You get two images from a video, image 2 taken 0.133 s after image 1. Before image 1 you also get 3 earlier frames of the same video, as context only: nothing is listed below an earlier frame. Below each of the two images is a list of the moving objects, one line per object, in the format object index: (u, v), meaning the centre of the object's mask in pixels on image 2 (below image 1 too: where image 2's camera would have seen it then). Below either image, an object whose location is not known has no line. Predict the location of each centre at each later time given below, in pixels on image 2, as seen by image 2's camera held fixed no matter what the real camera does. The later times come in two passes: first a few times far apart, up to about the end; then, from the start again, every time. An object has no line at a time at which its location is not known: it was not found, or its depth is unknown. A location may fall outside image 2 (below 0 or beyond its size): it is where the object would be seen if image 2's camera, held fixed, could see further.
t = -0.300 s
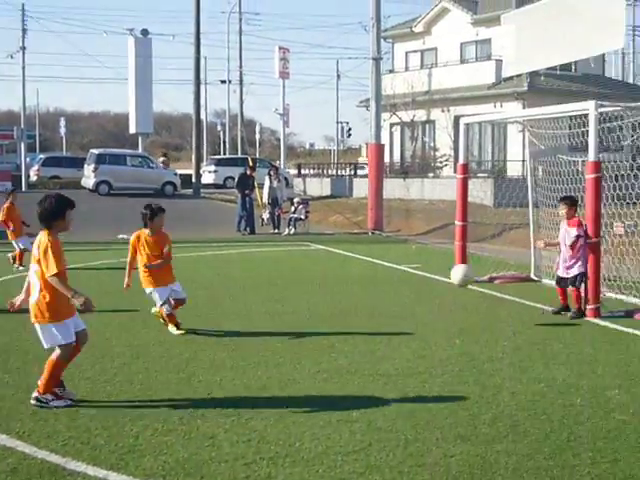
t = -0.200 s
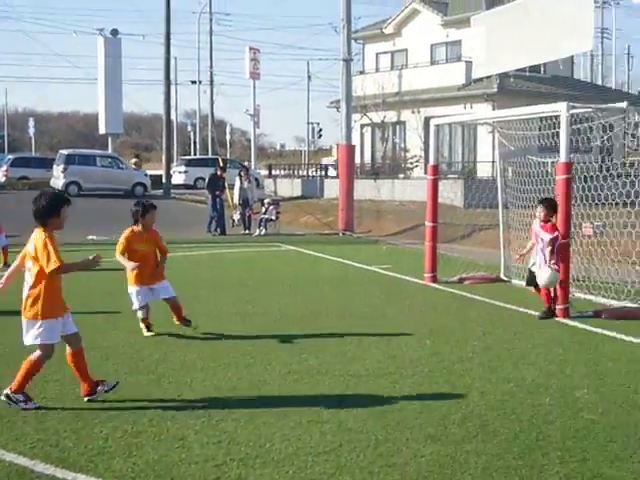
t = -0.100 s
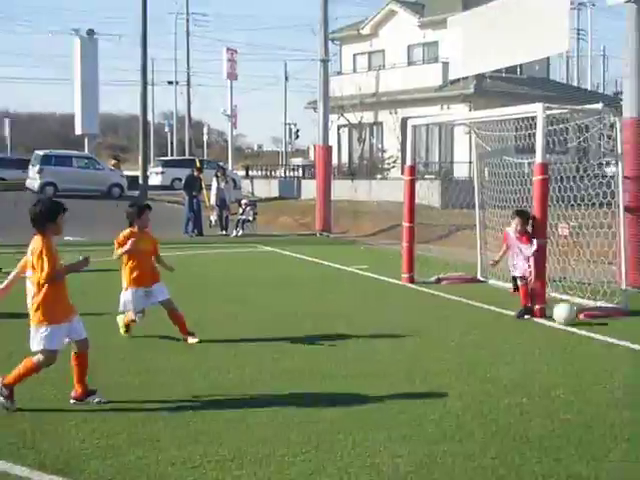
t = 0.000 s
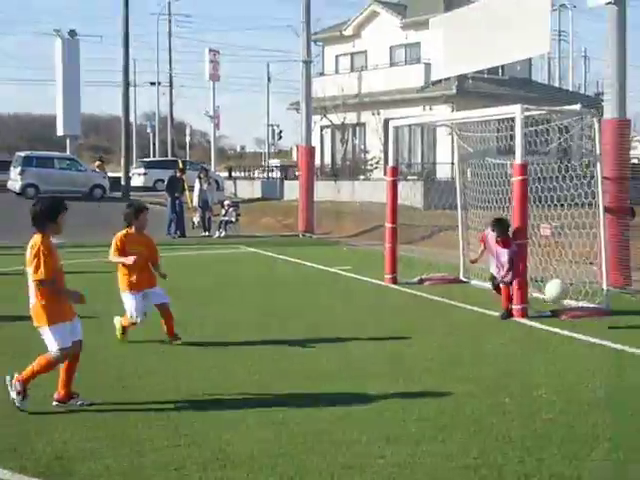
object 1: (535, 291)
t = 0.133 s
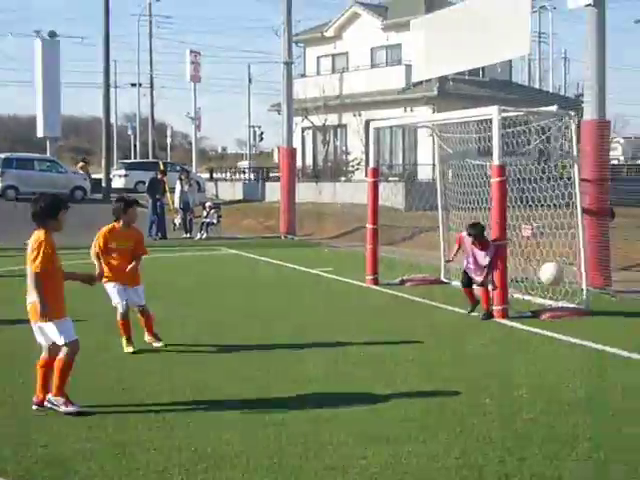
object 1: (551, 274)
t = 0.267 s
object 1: (567, 276)
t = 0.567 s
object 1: (608, 345)
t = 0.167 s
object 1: (555, 272)
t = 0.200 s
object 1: (558, 272)
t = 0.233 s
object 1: (563, 273)
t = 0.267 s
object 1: (567, 276)
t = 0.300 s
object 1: (570, 280)
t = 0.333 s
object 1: (575, 285)
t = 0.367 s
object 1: (579, 292)
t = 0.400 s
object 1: (582, 300)
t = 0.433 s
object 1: (589, 310)
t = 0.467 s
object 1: (593, 321)
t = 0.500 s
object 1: (597, 334)
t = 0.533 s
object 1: (602, 350)
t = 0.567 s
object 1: (608, 345)
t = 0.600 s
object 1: (615, 339)
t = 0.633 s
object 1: (620, 333)
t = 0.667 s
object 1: (627, 329)
